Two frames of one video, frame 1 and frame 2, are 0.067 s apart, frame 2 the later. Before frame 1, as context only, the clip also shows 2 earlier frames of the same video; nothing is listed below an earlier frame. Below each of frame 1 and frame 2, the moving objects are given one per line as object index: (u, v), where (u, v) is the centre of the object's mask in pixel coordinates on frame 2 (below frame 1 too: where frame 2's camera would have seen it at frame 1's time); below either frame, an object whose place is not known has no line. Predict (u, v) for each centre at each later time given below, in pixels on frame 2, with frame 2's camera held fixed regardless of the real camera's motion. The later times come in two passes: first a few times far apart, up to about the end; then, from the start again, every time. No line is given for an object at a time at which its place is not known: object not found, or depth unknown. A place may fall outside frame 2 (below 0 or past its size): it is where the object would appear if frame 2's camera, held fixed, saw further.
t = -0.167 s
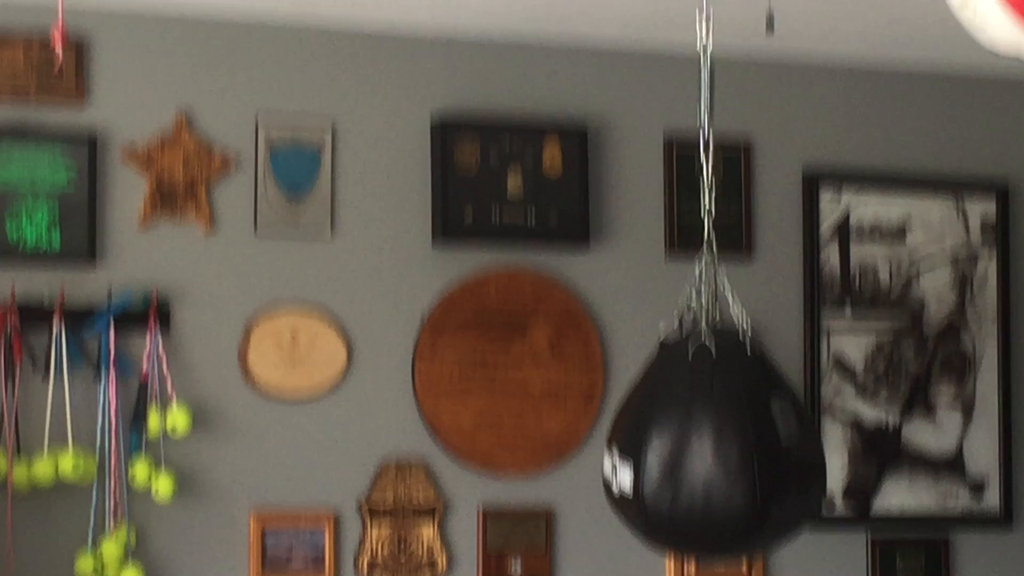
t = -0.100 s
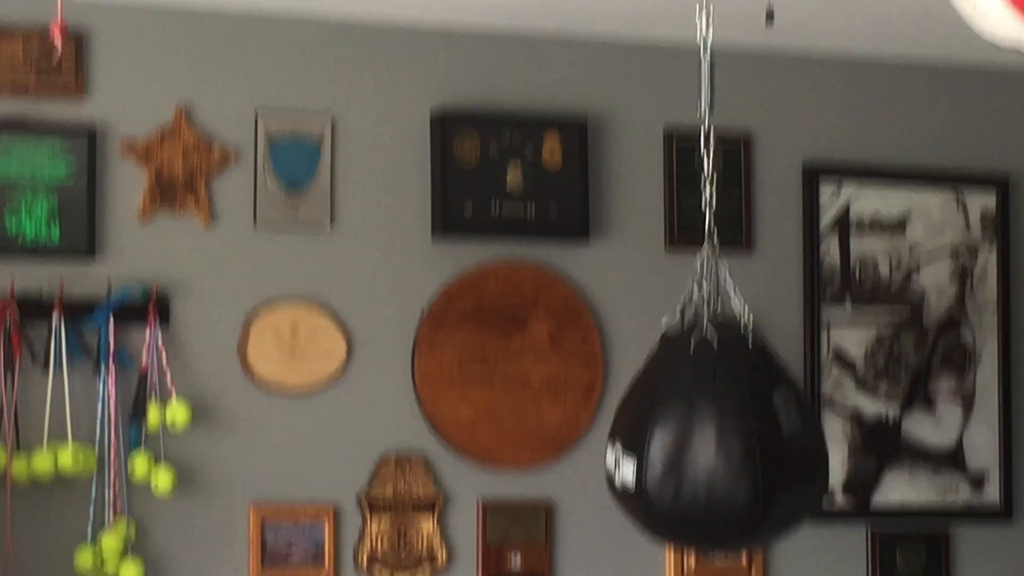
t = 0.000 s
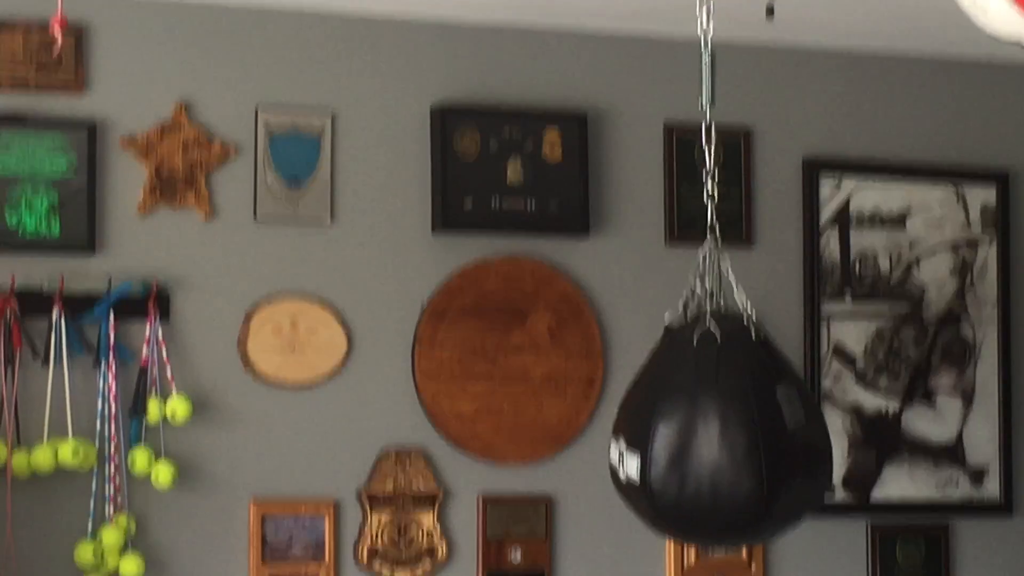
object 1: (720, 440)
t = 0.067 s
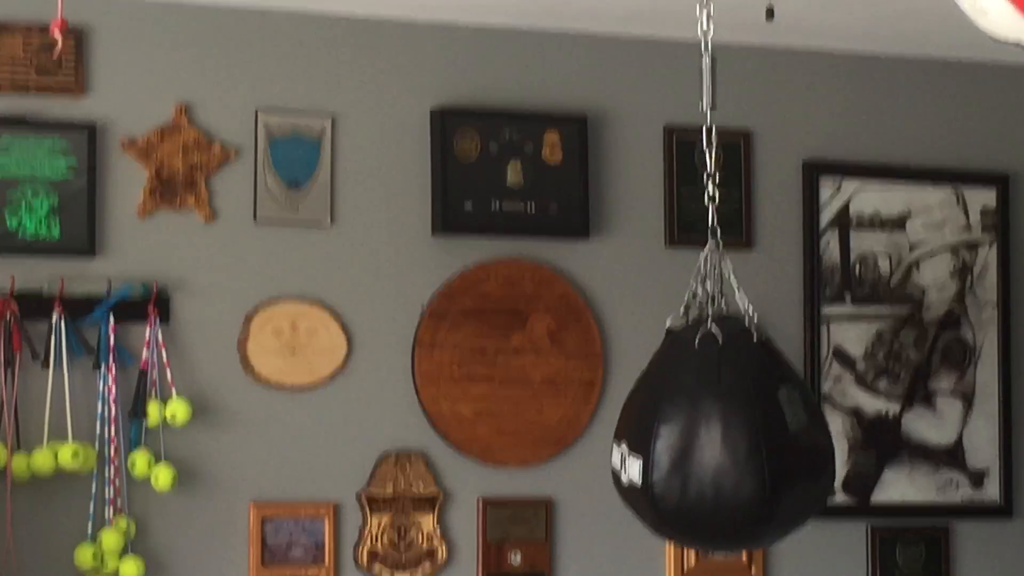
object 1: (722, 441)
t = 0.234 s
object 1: (726, 446)
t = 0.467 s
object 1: (726, 451)
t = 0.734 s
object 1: (719, 445)
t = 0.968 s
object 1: (709, 437)
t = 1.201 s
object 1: (702, 440)
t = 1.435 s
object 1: (701, 449)
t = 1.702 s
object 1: (707, 450)
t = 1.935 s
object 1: (716, 442)
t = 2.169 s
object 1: (723, 441)
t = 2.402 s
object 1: (726, 448)
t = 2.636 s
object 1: (723, 451)
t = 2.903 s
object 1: (714, 443)
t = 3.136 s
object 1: (705, 437)
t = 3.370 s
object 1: (701, 443)
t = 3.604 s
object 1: (703, 451)
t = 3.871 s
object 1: (712, 448)
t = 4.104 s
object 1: (720, 441)
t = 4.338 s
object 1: (725, 442)
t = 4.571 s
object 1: (725, 450)
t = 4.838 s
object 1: (718, 450)
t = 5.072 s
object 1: (709, 440)
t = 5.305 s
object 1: (702, 438)
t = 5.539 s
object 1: (702, 446)
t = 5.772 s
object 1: (707, 452)
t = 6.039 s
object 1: (716, 447)
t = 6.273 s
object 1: (723, 441)
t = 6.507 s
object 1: (726, 444)
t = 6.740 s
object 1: (723, 451)
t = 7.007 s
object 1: (713, 448)
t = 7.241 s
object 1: (705, 439)
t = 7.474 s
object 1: (701, 439)
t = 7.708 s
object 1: (704, 448)
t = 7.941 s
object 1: (711, 452)
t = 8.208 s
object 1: (720, 444)
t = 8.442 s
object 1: (725, 441)
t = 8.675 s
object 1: (725, 447)
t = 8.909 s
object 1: (719, 452)
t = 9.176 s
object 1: (709, 445)
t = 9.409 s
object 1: (702, 438)
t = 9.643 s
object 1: (702, 441)
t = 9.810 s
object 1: (705, 448)
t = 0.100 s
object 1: (723, 442)
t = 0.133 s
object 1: (724, 443)
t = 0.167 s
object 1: (725, 444)
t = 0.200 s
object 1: (725, 445)
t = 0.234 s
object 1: (726, 446)
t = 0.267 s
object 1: (726, 447)
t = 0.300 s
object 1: (727, 448)
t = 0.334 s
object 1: (727, 449)
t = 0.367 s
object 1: (727, 450)
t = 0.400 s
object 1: (727, 450)
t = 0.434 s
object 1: (727, 451)
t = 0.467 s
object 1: (726, 451)
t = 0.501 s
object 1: (726, 451)
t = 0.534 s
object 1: (725, 451)
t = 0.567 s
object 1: (724, 450)
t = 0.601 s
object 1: (724, 450)
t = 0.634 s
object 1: (723, 449)
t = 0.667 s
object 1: (722, 448)
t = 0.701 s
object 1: (720, 446)
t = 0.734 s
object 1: (719, 445)
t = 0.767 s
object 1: (718, 444)
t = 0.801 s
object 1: (716, 442)
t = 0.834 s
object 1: (715, 441)
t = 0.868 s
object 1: (714, 440)
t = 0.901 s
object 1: (712, 439)
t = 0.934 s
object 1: (711, 438)
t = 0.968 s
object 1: (709, 437)
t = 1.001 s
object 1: (708, 437)
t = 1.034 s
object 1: (707, 437)
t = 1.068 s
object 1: (706, 437)
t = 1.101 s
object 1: (705, 438)
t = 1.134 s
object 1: (704, 439)
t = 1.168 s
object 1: (703, 439)
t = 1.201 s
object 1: (702, 440)
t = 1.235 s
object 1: (702, 442)
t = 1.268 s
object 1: (701, 443)
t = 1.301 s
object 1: (701, 444)
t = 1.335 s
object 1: (701, 446)
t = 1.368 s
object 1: (701, 447)
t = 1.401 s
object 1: (701, 448)
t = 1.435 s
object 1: (701, 449)
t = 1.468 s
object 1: (701, 450)
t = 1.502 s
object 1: (702, 451)
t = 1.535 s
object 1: (703, 451)
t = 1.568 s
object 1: (703, 451)
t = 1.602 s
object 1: (704, 451)
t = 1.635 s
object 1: (705, 451)
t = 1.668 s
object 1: (706, 451)
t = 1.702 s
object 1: (707, 450)
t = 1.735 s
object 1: (708, 449)
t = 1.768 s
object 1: (709, 448)
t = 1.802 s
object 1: (711, 447)
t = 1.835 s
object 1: (712, 446)
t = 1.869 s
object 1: (713, 445)
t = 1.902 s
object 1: (714, 443)
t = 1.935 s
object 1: (716, 442)
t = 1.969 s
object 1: (717, 441)
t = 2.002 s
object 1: (718, 441)
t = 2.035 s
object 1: (719, 441)
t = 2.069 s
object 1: (720, 440)
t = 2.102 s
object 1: (721, 440)
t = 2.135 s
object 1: (722, 441)
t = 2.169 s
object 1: (723, 441)
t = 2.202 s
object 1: (724, 442)
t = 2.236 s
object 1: (725, 443)
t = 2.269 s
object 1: (725, 444)
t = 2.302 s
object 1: (726, 445)
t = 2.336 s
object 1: (726, 446)
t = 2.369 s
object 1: (726, 447)
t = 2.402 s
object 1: (726, 448)
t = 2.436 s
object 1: (726, 449)
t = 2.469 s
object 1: (726, 450)
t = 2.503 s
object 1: (726, 450)
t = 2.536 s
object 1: (725, 451)
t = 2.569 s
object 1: (725, 451)
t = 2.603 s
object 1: (724, 451)
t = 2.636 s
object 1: (723, 451)
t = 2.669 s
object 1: (722, 450)
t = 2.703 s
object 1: (721, 450)
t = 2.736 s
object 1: (720, 449)
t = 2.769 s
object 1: (719, 448)
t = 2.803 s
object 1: (718, 447)
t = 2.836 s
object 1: (717, 445)
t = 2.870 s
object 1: (715, 444)
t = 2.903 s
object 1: (714, 443)
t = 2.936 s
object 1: (712, 441)
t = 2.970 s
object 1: (711, 440)
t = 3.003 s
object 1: (710, 439)
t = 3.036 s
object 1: (708, 438)
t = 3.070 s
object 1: (707, 437)
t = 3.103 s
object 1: (706, 437)
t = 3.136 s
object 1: (705, 437)
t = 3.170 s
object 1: (704, 437)
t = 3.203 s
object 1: (703, 438)
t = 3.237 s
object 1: (703, 438)
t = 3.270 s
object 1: (702, 439)
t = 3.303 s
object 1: (702, 440)
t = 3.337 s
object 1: (701, 442)
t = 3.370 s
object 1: (701, 443)
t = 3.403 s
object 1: (701, 444)
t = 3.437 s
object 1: (701, 446)
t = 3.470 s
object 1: (701, 447)
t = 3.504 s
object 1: (702, 448)
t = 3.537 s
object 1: (702, 449)
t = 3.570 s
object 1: (703, 450)
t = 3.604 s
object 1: (703, 451)
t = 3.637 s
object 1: (704, 451)
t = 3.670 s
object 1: (705, 451)
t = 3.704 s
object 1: (706, 451)
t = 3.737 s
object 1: (707, 451)
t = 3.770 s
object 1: (708, 451)
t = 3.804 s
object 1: (709, 450)
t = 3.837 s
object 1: (711, 449)
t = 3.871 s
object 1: (712, 448)
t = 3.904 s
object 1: (713, 448)
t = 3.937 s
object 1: (714, 446)
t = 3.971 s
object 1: (715, 445)
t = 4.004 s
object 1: (717, 444)
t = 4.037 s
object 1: (718, 443)
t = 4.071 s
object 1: (719, 442)
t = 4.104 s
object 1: (720, 441)
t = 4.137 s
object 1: (721, 441)
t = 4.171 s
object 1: (722, 440)
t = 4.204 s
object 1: (723, 440)
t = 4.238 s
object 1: (724, 441)
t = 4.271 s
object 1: (724, 441)
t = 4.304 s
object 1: (725, 442)
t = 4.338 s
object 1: (725, 442)
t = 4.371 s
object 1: (725, 443)
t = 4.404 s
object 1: (726, 445)
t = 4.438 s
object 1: (726, 446)
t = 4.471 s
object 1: (726, 447)
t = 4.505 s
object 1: (726, 448)
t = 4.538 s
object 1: (726, 449)
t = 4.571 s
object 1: (725, 450)
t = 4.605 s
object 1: (725, 450)
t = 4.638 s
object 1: (724, 451)
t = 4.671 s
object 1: (723, 451)
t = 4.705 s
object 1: (722, 451)
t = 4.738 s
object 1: (722, 451)
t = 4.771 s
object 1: (720, 451)
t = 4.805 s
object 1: (719, 450)
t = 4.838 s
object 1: (718, 450)
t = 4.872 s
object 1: (717, 448)
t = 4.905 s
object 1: (716, 447)
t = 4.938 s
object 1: (714, 446)
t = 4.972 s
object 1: (713, 445)
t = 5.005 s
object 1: (712, 443)
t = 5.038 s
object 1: (710, 442)
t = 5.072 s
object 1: (709, 440)
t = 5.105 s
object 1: (708, 439)
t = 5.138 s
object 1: (707, 439)
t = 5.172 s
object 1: (705, 438)
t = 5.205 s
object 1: (705, 437)
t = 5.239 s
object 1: (704, 437)
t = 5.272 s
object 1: (703, 437)
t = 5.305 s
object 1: (702, 438)
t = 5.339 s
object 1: (702, 438)
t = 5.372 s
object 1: (701, 439)
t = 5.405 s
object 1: (701, 440)
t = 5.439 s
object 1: (701, 442)
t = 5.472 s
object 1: (701, 443)
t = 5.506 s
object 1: (701, 444)
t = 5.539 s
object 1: (702, 446)
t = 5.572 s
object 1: (702, 447)
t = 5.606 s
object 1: (703, 448)
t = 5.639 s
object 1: (703, 449)
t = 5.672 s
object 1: (704, 450)
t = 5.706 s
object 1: (705, 451)
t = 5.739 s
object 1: (706, 452)
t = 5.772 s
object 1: (707, 452)
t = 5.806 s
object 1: (708, 452)
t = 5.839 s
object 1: (709, 452)
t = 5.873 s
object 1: (710, 451)
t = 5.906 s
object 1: (712, 450)
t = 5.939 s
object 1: (713, 450)
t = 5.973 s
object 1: (714, 449)
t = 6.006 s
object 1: (715, 447)
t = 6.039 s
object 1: (716, 447)
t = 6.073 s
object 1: (717, 445)
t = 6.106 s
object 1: (719, 444)
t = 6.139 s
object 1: (720, 444)
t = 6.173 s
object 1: (721, 442)
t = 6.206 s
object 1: (722, 441)
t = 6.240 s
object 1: (722, 442)
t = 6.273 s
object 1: (723, 441)
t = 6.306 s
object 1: (724, 441)
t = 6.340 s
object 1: (724, 441)
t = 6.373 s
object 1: (725, 441)
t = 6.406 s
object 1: (725, 442)
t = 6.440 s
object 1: (725, 443)
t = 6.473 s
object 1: (726, 444)
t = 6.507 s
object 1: (726, 444)
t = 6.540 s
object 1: (726, 446)
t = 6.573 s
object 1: (725, 447)
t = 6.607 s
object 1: (725, 448)
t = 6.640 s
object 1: (725, 449)
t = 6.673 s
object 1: (724, 450)
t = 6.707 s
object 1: (723, 450)
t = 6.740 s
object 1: (723, 451)
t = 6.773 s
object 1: (722, 451)
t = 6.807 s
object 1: (721, 452)
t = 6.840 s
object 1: (720, 452)
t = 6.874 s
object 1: (718, 451)
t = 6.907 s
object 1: (717, 450)
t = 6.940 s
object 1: (716, 450)
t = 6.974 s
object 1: (715, 449)
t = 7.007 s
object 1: (713, 448)
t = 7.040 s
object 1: (712, 446)
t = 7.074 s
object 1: (711, 445)
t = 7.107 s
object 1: (709, 443)
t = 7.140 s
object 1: (708, 442)
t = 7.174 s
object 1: (707, 441)
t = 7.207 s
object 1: (706, 440)
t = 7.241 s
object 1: (705, 439)
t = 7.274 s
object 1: (704, 438)
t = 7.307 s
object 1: (703, 438)
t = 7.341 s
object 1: (703, 438)
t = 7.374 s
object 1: (702, 438)
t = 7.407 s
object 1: (701, 438)
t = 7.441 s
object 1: (701, 438)
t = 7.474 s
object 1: (701, 439)
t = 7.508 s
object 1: (701, 440)
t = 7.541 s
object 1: (701, 442)
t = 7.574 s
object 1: (701, 443)
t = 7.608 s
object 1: (702, 444)
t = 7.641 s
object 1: (702, 445)
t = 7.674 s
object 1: (703, 446)
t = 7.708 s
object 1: (704, 448)
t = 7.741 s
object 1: (705, 449)
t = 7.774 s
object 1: (706, 450)
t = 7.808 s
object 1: (707, 451)
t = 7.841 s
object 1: (708, 451)
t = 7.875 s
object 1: (709, 452)
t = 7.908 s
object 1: (710, 452)
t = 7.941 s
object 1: (711, 452)
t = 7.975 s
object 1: (713, 451)
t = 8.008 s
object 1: (714, 450)
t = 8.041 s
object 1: (715, 450)
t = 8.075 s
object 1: (716, 449)
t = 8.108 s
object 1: (717, 448)
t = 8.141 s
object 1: (718, 447)
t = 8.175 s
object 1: (719, 445)
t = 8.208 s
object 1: (720, 444)
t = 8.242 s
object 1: (721, 443)
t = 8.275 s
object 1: (722, 443)
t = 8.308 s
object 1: (723, 442)
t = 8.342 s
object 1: (724, 441)
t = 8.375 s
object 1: (724, 441)
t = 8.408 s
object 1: (725, 441)
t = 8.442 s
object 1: (725, 441)
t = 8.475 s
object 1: (725, 441)
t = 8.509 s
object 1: (726, 442)
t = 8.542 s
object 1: (726, 442)
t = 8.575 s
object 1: (726, 444)
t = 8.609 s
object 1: (725, 444)
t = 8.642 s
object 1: (725, 445)
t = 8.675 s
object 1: (725, 447)
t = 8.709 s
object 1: (724, 448)
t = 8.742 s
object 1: (723, 449)
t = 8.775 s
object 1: (723, 450)
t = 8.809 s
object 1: (722, 450)
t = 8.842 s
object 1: (721, 451)
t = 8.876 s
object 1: (720, 451)
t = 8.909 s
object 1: (719, 452)
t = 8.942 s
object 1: (718, 452)
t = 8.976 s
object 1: (717, 451)
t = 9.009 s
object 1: (715, 451)
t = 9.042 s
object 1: (714, 450)
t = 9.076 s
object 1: (713, 449)
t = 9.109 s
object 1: (711, 448)
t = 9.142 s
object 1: (710, 447)
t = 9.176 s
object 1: (709, 445)
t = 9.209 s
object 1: (708, 444)
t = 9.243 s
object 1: (706, 443)
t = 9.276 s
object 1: (705, 441)
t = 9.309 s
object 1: (704, 440)
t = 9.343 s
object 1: (703, 439)
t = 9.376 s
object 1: (703, 438)
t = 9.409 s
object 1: (702, 438)
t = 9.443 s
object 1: (702, 437)
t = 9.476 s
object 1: (701, 438)
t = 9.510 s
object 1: (701, 438)
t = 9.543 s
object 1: (701, 438)
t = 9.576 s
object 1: (701, 439)
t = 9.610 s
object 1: (701, 440)
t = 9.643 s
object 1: (702, 441)
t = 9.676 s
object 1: (702, 443)
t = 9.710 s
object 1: (702, 444)
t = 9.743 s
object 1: (703, 445)
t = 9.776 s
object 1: (704, 447)
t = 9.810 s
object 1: (705, 448)
